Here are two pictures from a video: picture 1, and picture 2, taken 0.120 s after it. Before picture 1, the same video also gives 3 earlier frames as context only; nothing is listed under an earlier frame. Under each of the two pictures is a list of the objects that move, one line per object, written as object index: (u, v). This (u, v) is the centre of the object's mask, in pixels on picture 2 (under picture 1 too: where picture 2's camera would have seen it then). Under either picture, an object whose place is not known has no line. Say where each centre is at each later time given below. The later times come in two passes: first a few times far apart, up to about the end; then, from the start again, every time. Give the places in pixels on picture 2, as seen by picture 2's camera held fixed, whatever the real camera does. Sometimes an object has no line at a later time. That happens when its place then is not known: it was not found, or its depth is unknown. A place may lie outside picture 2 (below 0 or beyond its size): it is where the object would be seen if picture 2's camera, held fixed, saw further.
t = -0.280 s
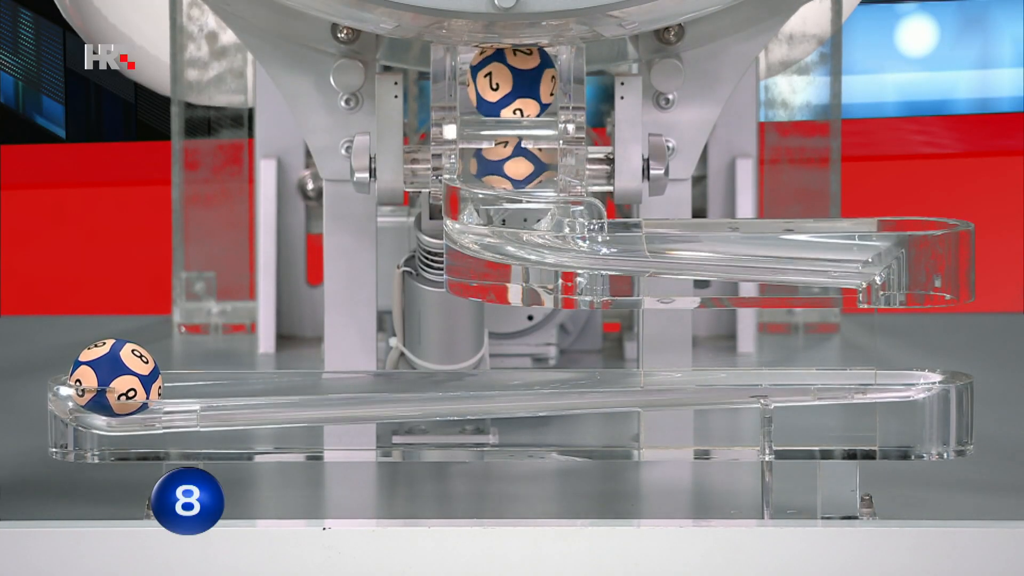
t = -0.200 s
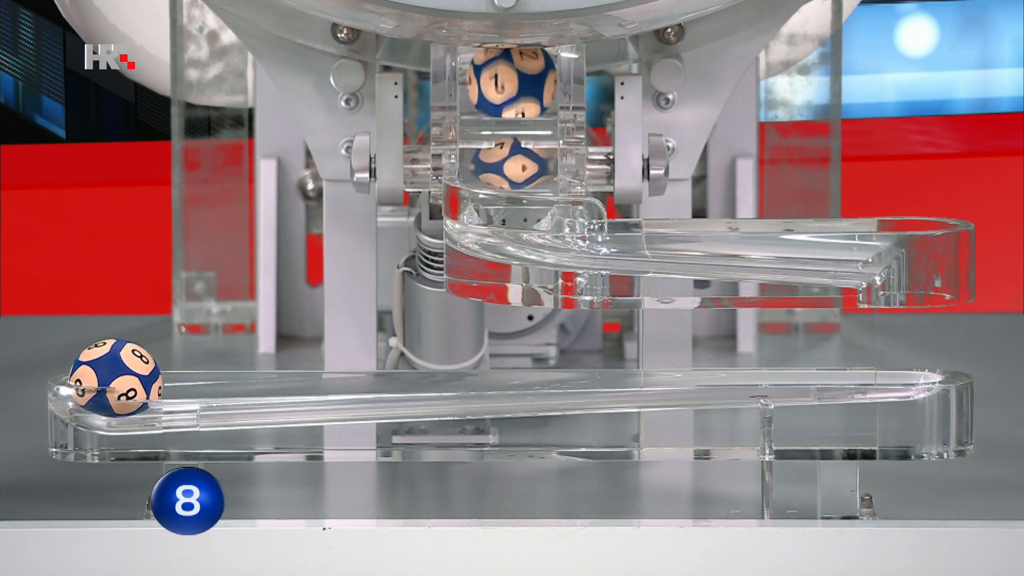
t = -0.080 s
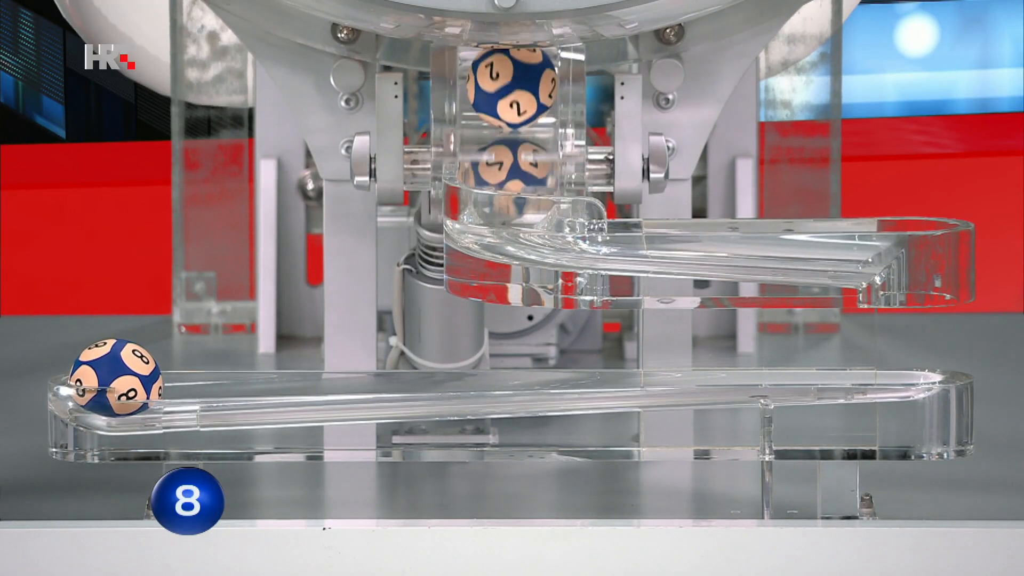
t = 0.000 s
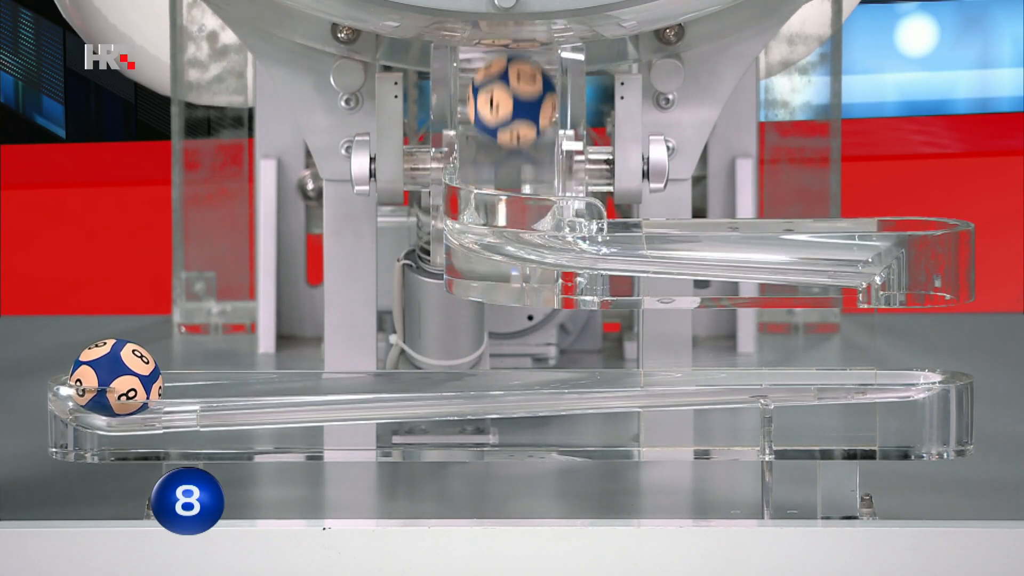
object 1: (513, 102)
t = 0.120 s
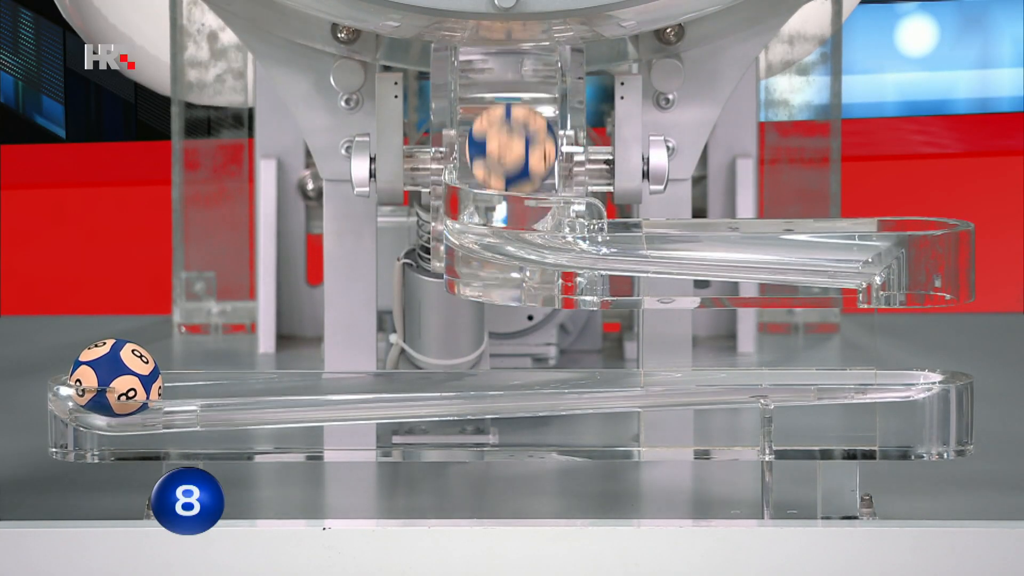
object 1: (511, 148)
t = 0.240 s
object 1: (515, 186)
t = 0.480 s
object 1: (623, 220)
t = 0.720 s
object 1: (835, 229)
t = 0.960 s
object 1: (910, 297)
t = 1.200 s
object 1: (897, 345)
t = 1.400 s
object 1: (884, 346)
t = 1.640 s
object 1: (844, 349)
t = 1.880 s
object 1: (776, 351)
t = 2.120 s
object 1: (685, 353)
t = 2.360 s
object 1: (573, 358)
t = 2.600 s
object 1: (438, 363)
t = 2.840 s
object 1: (281, 370)
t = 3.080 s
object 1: (212, 375)
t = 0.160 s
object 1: (512, 160)
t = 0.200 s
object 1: (507, 188)
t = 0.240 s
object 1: (515, 186)
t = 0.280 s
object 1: (509, 198)
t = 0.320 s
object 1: (522, 202)
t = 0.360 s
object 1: (535, 207)
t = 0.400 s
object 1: (561, 215)
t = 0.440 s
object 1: (592, 219)
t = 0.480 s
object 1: (623, 220)
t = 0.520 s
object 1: (657, 220)
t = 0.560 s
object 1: (690, 223)
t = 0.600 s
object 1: (727, 225)
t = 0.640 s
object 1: (762, 226)
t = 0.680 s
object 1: (797, 227)
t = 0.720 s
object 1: (835, 229)
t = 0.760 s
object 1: (876, 236)
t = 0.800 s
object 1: (912, 260)
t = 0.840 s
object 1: (912, 276)
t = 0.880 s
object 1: (909, 280)
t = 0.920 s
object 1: (912, 284)
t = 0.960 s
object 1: (910, 297)
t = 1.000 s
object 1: (914, 322)
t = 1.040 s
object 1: (901, 332)
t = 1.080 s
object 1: (904, 343)
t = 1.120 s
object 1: (906, 334)
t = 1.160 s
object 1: (900, 335)
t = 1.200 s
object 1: (897, 345)
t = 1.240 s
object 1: (896, 343)
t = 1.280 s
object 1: (895, 342)
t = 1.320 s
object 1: (892, 346)
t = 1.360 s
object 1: (888, 346)
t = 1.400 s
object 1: (884, 346)
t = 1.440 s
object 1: (879, 347)
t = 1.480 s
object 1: (873, 347)
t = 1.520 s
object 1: (867, 348)
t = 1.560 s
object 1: (860, 349)
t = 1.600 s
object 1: (853, 349)
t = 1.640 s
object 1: (844, 349)
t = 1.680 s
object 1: (835, 350)
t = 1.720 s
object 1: (825, 349)
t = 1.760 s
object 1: (813, 349)
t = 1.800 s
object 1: (802, 349)
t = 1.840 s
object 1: (790, 350)
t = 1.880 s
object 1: (776, 351)
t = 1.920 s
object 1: (763, 351)
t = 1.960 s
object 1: (749, 351)
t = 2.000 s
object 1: (733, 351)
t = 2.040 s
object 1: (717, 352)
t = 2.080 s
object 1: (701, 352)
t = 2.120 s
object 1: (685, 353)
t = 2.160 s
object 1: (666, 354)
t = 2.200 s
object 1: (647, 354)
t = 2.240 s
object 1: (629, 355)
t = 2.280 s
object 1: (612, 357)
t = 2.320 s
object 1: (593, 356)
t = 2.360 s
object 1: (573, 358)
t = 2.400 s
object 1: (553, 359)
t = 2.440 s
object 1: (530, 360)
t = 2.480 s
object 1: (509, 361)
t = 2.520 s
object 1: (486, 363)
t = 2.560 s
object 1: (463, 364)
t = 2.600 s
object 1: (438, 363)
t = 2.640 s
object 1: (414, 365)
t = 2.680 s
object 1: (389, 367)
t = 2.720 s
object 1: (361, 367)
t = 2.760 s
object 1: (336, 368)
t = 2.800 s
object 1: (309, 370)
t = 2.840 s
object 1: (281, 370)
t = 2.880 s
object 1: (253, 372)
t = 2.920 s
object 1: (224, 374)
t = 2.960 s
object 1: (207, 374)
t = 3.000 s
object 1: (208, 374)
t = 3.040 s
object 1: (211, 374)
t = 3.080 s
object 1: (212, 375)
